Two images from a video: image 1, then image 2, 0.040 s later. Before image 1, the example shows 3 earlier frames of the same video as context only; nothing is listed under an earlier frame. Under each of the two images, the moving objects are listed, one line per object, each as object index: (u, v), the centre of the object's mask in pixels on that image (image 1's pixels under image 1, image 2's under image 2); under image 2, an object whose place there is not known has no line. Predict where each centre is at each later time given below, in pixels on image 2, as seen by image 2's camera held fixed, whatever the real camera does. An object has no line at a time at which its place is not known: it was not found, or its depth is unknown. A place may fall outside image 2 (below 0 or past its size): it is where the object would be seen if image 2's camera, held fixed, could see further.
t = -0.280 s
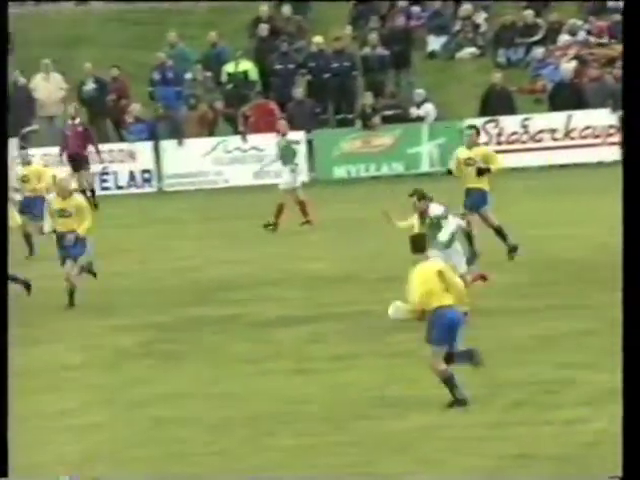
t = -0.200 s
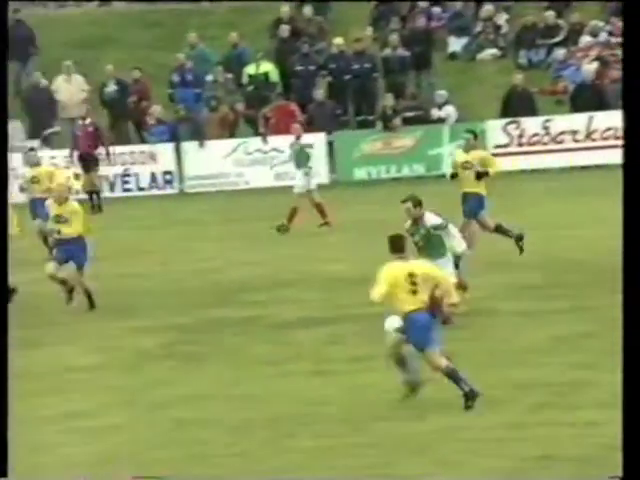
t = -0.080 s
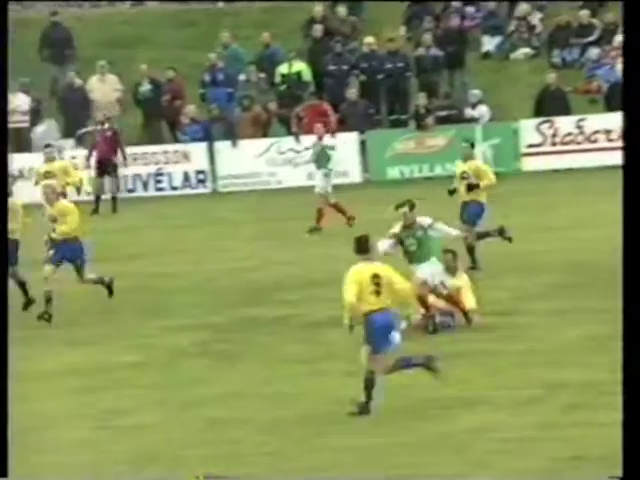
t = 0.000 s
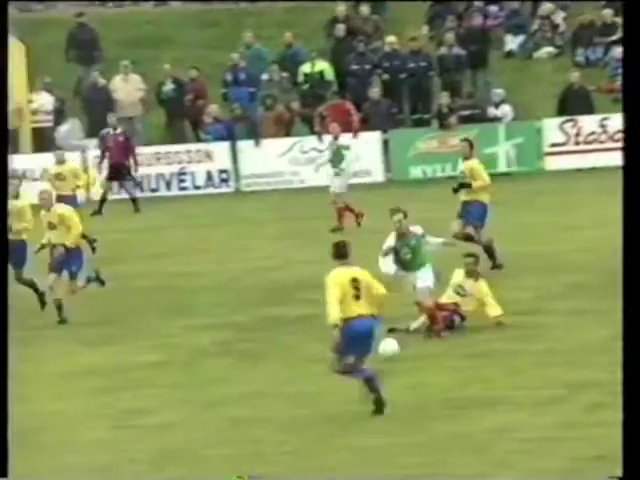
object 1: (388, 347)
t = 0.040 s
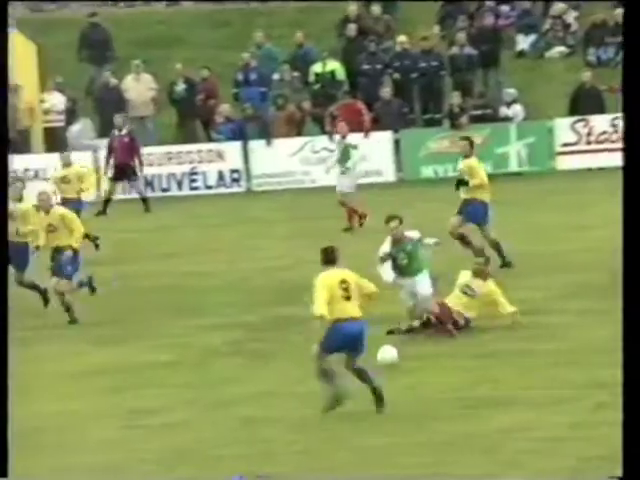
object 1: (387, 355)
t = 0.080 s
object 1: (376, 361)
